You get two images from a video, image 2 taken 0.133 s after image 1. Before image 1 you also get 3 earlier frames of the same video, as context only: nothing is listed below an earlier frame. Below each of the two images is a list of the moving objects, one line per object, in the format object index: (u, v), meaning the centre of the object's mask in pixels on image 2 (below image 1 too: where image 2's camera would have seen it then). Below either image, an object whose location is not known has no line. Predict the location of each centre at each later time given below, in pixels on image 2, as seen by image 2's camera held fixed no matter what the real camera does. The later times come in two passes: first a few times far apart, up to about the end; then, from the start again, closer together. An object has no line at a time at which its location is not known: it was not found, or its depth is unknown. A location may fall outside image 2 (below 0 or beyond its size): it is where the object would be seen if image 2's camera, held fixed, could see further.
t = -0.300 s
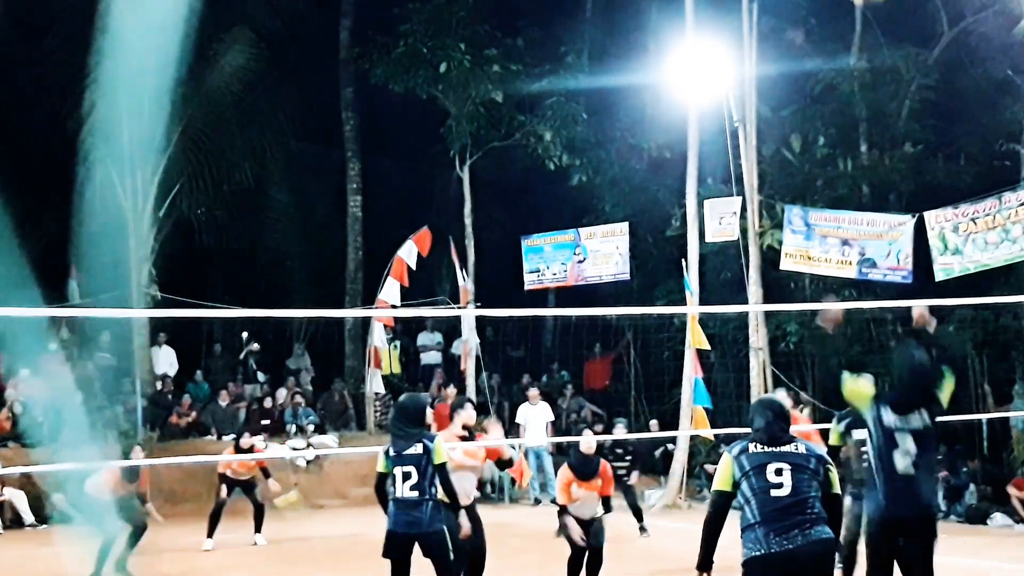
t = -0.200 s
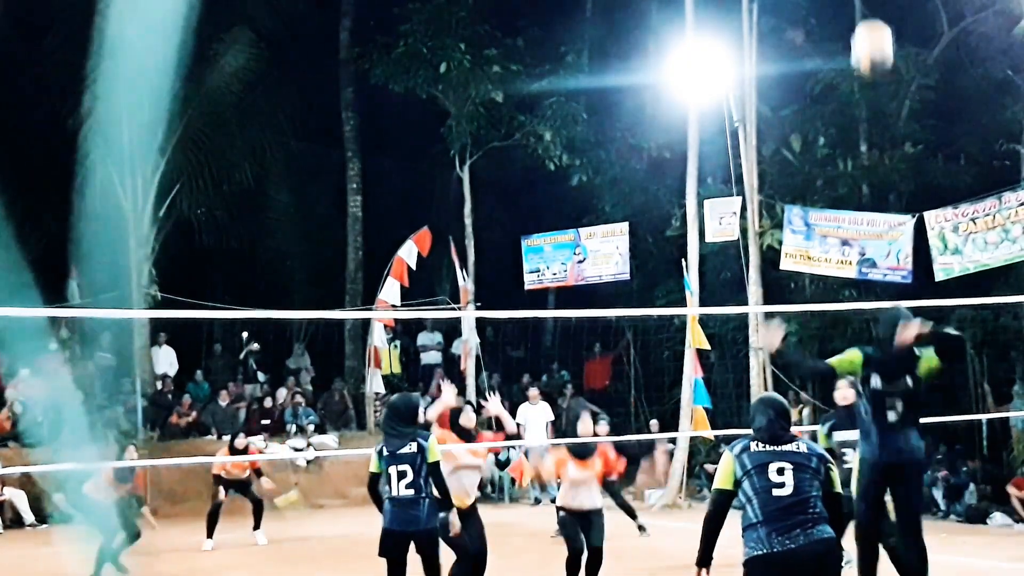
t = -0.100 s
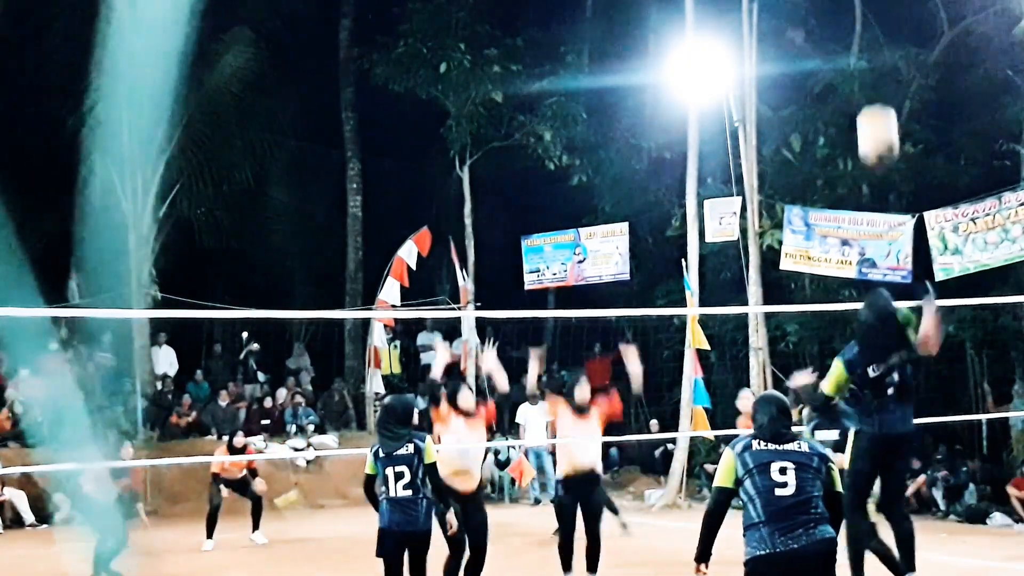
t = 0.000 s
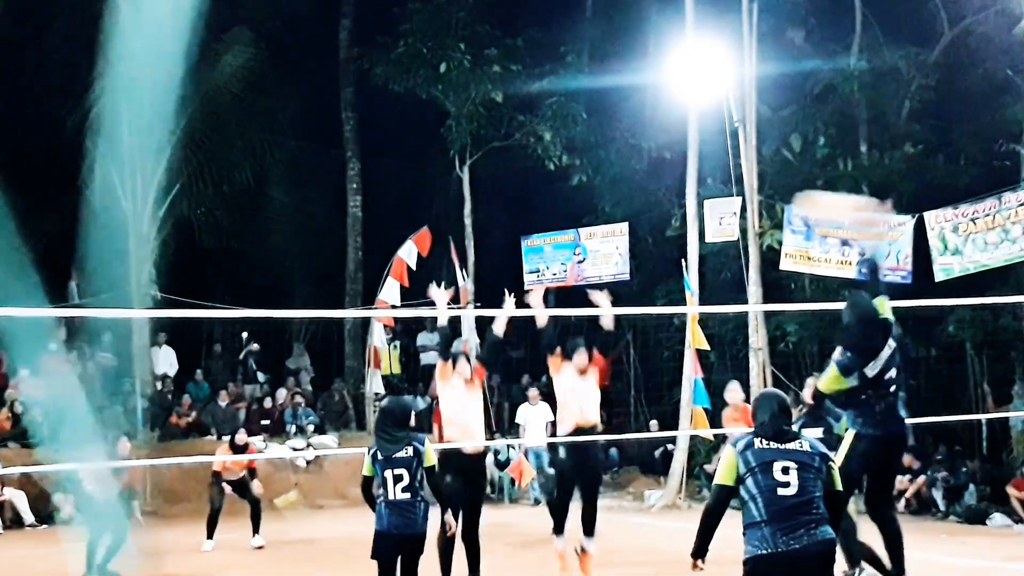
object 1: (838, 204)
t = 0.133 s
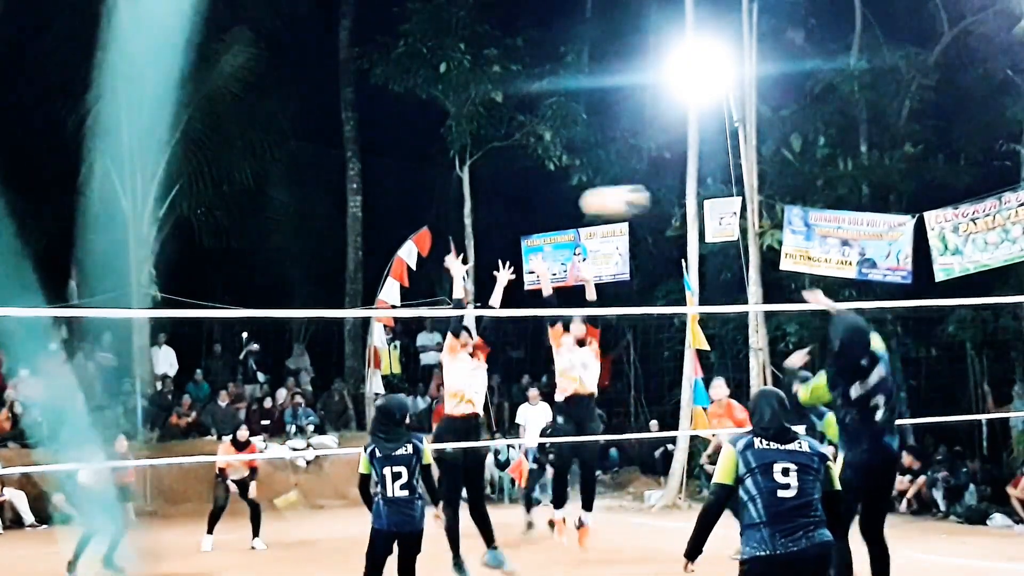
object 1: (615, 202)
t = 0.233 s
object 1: (491, 216)
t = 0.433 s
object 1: (303, 278)
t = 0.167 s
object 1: (570, 205)
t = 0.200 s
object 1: (529, 210)
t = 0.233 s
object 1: (491, 216)
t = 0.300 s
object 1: (421, 231)
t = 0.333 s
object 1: (387, 241)
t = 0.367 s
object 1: (358, 253)
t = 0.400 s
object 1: (331, 265)
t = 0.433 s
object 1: (303, 278)
